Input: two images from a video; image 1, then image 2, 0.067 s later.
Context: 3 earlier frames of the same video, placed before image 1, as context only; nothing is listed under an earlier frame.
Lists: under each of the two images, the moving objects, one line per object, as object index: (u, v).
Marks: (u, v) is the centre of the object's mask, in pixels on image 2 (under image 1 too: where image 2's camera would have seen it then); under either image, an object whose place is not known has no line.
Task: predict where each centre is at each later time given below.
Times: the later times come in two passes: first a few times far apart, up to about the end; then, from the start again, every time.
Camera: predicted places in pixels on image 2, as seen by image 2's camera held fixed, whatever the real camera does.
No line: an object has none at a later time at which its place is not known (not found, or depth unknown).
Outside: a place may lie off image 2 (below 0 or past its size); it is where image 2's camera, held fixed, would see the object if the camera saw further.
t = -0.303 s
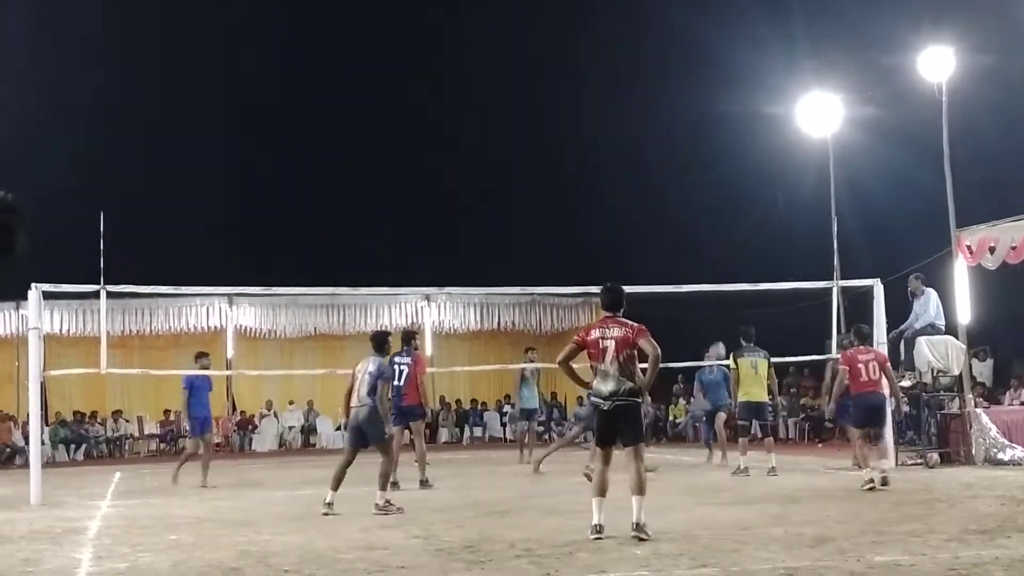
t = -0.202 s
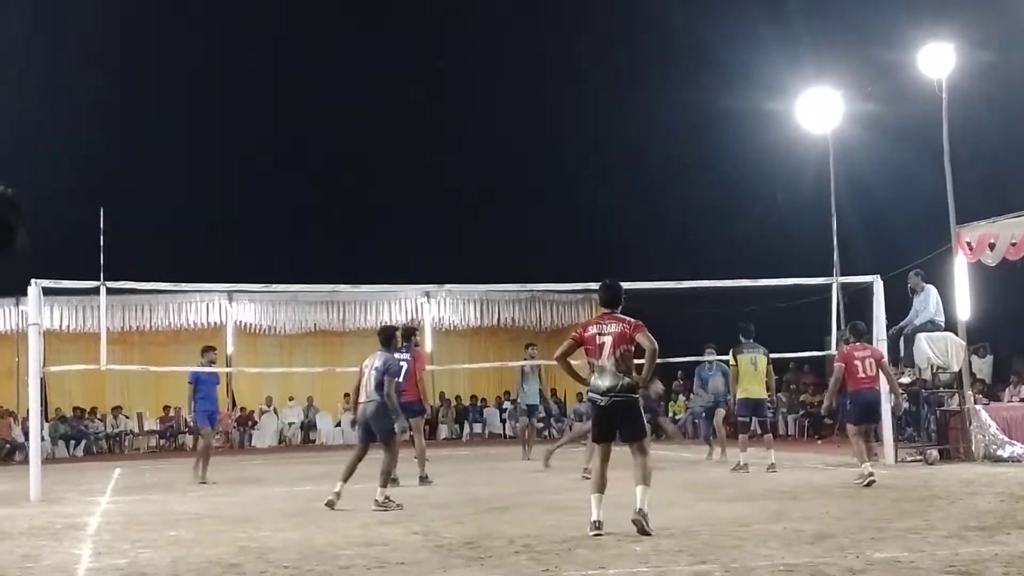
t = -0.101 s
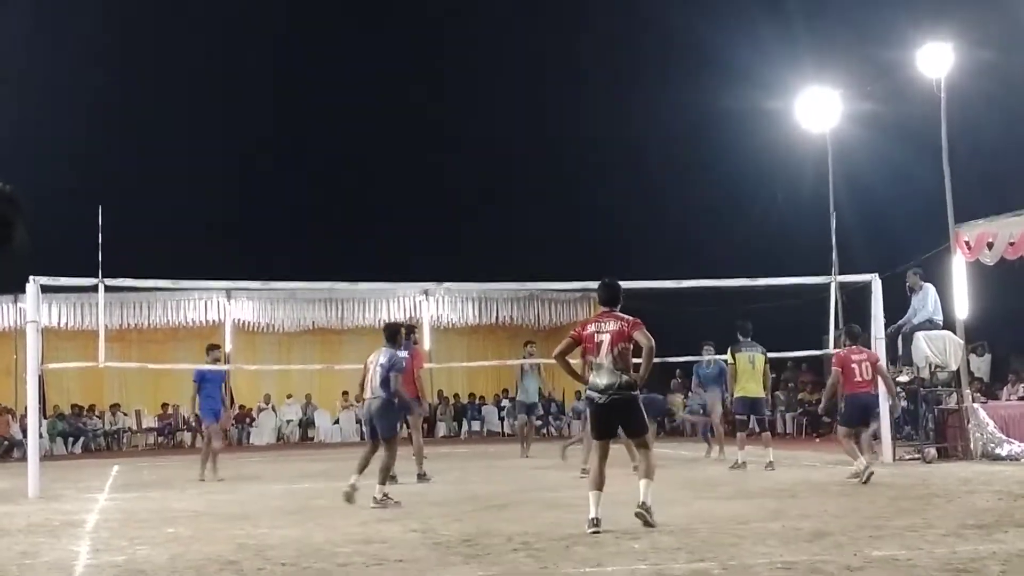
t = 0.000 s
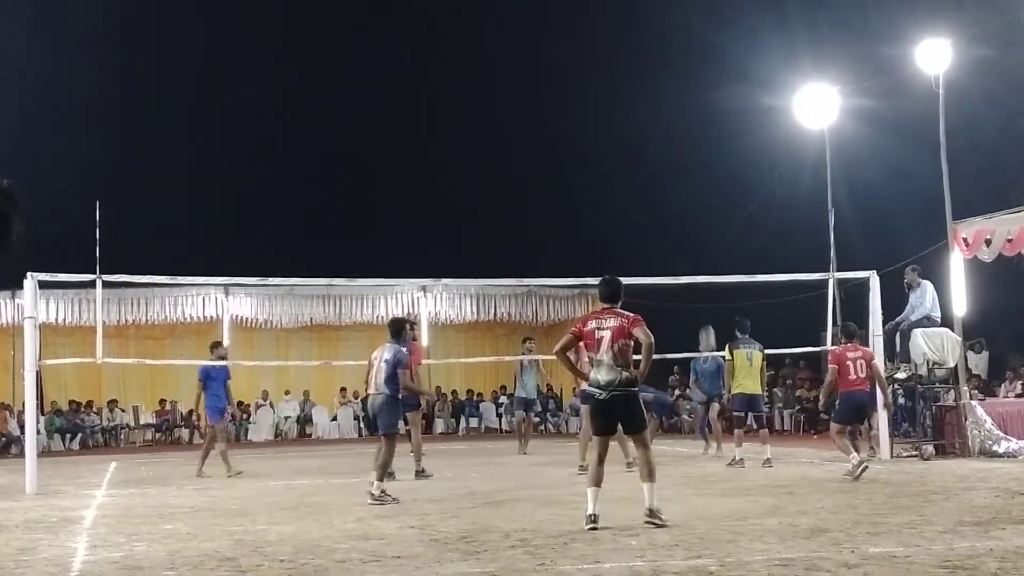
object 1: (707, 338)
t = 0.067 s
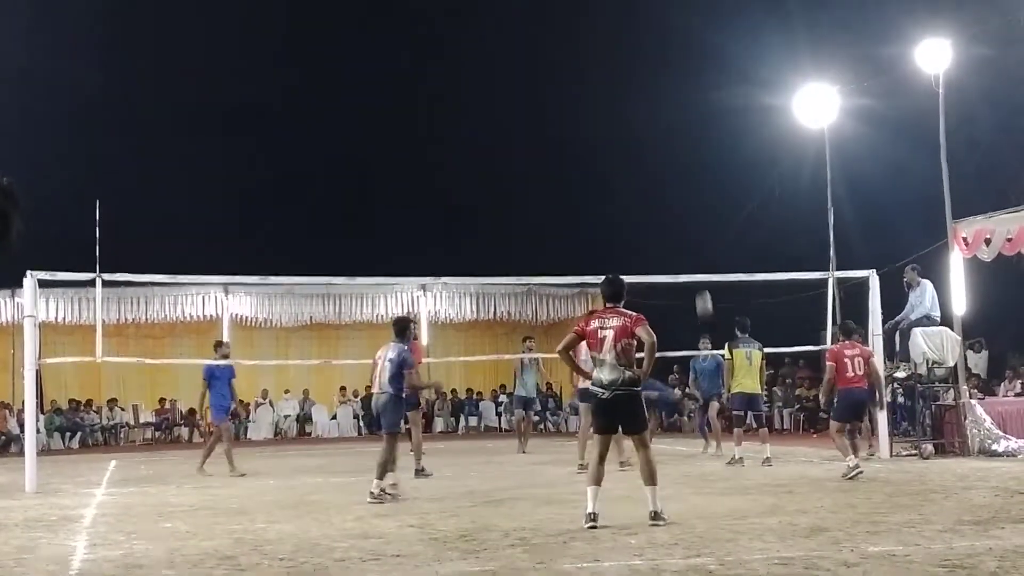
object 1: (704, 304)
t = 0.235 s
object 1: (697, 232)
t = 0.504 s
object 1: (687, 157)
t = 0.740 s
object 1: (678, 134)
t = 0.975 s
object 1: (670, 153)
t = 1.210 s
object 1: (665, 215)
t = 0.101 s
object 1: (703, 290)
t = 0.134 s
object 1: (701, 268)
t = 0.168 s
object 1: (700, 259)
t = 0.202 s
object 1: (699, 245)
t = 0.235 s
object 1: (697, 232)
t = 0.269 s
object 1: (696, 220)
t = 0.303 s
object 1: (694, 208)
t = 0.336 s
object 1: (693, 198)
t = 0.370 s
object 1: (691, 188)
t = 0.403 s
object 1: (690, 179)
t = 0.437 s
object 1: (689, 171)
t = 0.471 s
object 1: (688, 164)
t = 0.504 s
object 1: (687, 157)
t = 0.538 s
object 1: (685, 151)
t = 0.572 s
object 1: (684, 146)
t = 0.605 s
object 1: (683, 142)
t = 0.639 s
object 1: (681, 139)
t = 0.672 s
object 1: (680, 136)
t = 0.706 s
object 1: (679, 135)
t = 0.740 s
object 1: (678, 134)
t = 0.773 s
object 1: (677, 134)
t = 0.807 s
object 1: (676, 134)
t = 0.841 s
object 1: (674, 136)
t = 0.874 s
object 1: (673, 139)
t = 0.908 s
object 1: (672, 142)
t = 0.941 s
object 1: (671, 147)
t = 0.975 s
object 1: (670, 153)
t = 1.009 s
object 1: (669, 159)
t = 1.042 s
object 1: (669, 166)
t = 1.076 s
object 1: (668, 174)
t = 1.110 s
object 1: (668, 182)
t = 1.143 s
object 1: (666, 192)
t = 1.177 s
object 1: (666, 203)
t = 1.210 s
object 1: (665, 215)
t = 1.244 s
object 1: (664, 228)
